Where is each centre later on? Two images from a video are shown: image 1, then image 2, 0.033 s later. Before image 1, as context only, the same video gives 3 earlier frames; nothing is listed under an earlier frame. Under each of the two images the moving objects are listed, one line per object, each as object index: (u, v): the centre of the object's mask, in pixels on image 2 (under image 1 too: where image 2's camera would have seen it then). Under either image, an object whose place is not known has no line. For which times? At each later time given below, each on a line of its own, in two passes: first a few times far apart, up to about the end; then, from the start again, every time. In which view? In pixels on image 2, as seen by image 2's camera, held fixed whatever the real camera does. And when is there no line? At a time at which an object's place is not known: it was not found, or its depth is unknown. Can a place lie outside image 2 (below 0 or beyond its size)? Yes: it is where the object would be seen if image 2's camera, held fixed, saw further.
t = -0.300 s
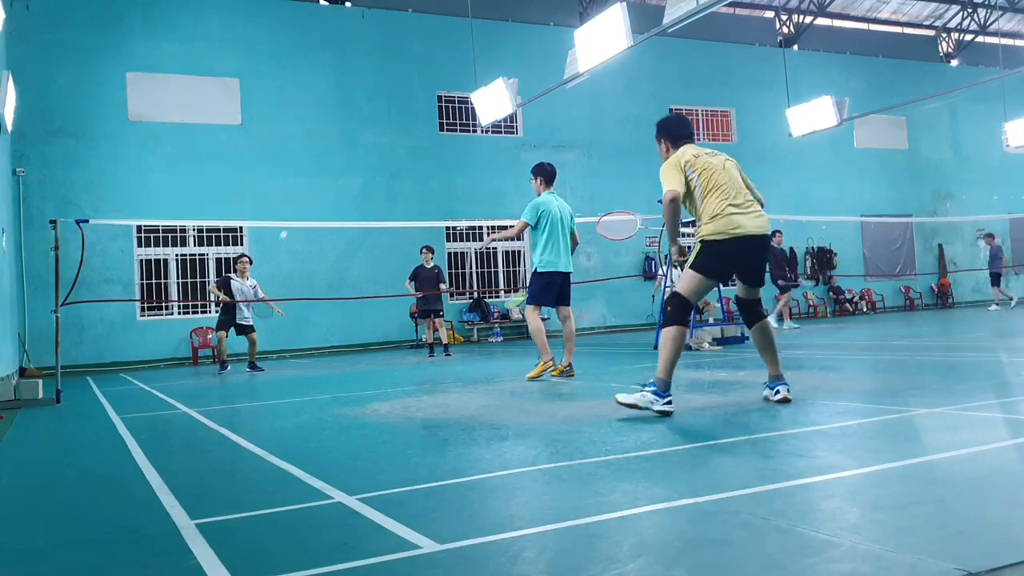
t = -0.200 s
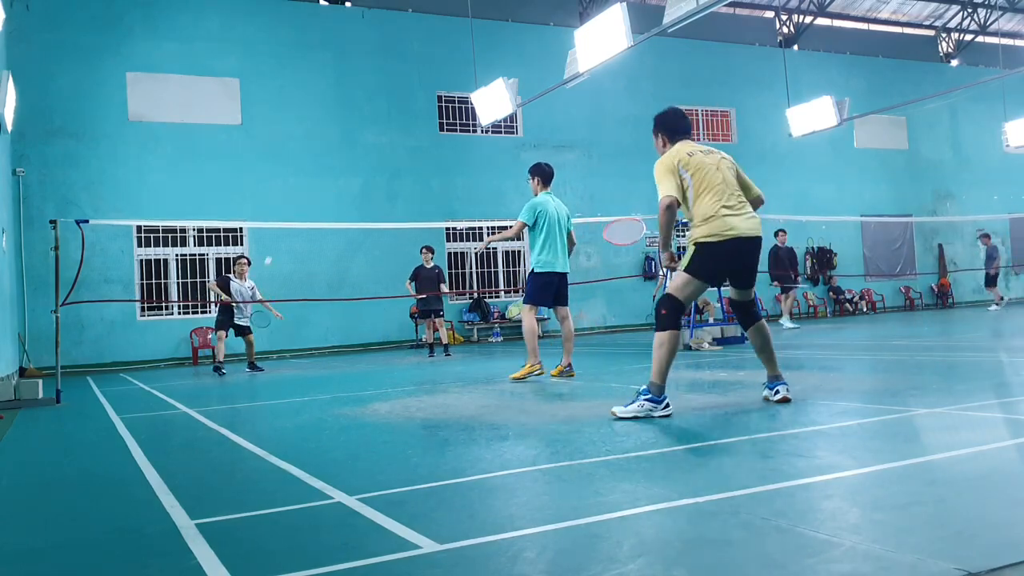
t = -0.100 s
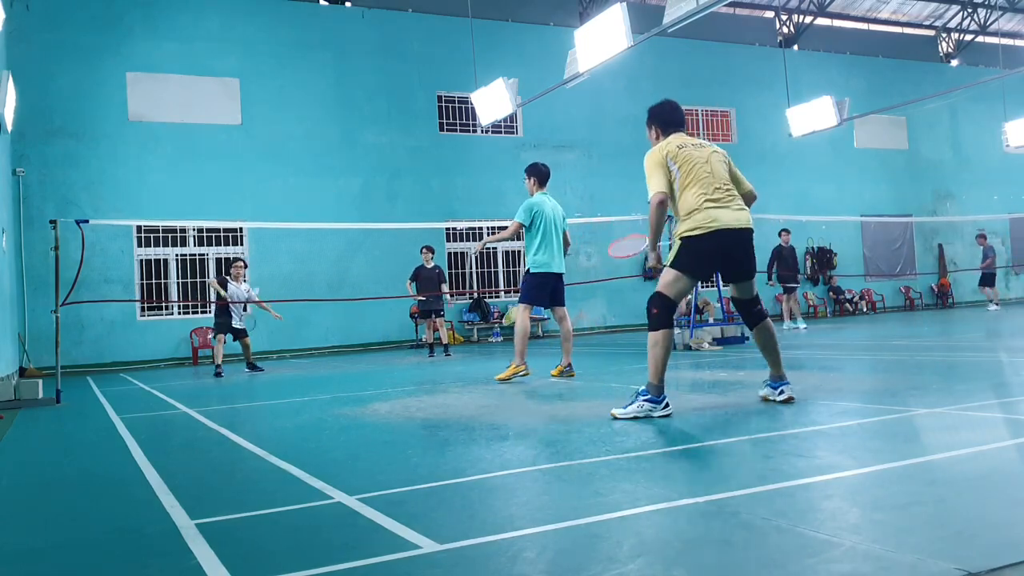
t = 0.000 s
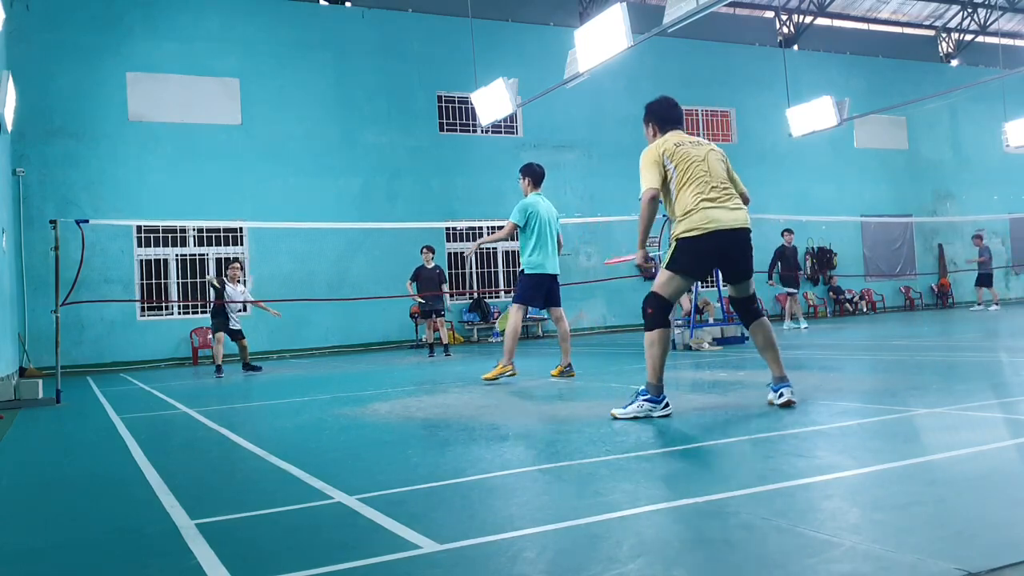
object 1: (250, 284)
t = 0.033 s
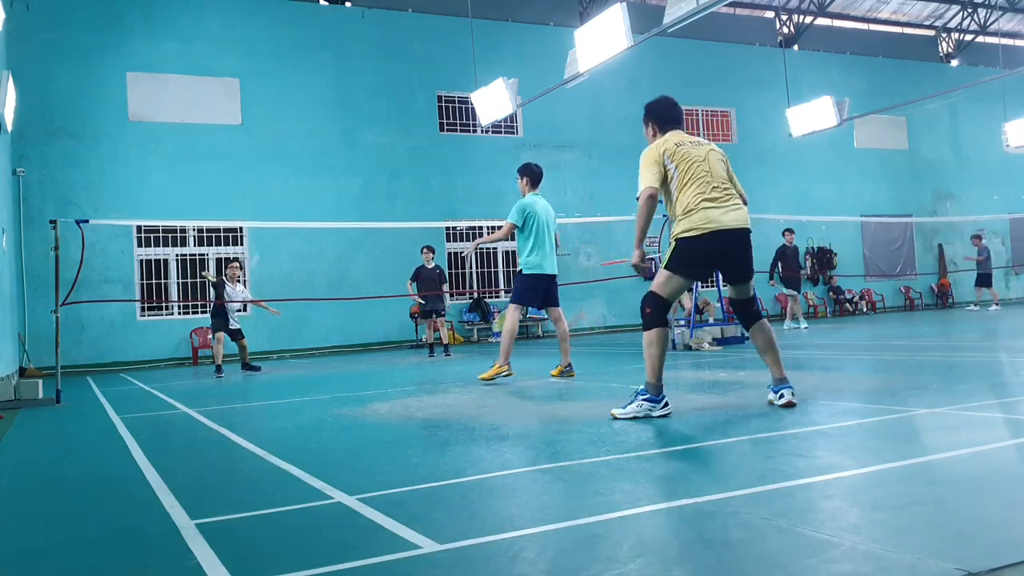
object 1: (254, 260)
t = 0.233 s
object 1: (257, 153)
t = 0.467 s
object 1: (259, 80)
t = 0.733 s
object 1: (263, 81)
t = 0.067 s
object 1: (258, 237)
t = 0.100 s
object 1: (254, 215)
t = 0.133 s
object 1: (253, 200)
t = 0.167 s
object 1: (255, 183)
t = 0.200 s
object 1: (257, 167)
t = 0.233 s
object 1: (257, 153)
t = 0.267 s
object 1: (258, 138)
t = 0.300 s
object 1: (259, 125)
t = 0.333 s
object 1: (258, 113)
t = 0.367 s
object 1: (259, 103)
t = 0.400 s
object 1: (259, 94)
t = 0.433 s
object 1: (259, 86)
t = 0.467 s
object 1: (259, 80)
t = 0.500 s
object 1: (259, 75)
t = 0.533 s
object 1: (260, 71)
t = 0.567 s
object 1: (261, 70)
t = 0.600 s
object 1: (261, 69)
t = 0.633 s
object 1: (262, 70)
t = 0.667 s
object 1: (262, 72)
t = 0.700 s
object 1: (263, 76)
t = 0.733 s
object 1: (263, 81)
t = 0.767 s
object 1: (264, 90)
